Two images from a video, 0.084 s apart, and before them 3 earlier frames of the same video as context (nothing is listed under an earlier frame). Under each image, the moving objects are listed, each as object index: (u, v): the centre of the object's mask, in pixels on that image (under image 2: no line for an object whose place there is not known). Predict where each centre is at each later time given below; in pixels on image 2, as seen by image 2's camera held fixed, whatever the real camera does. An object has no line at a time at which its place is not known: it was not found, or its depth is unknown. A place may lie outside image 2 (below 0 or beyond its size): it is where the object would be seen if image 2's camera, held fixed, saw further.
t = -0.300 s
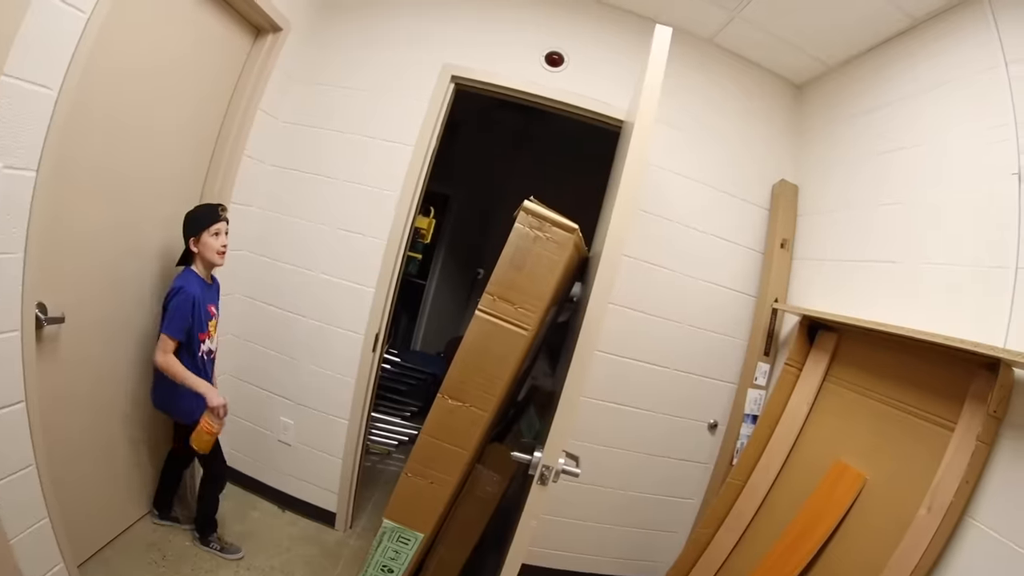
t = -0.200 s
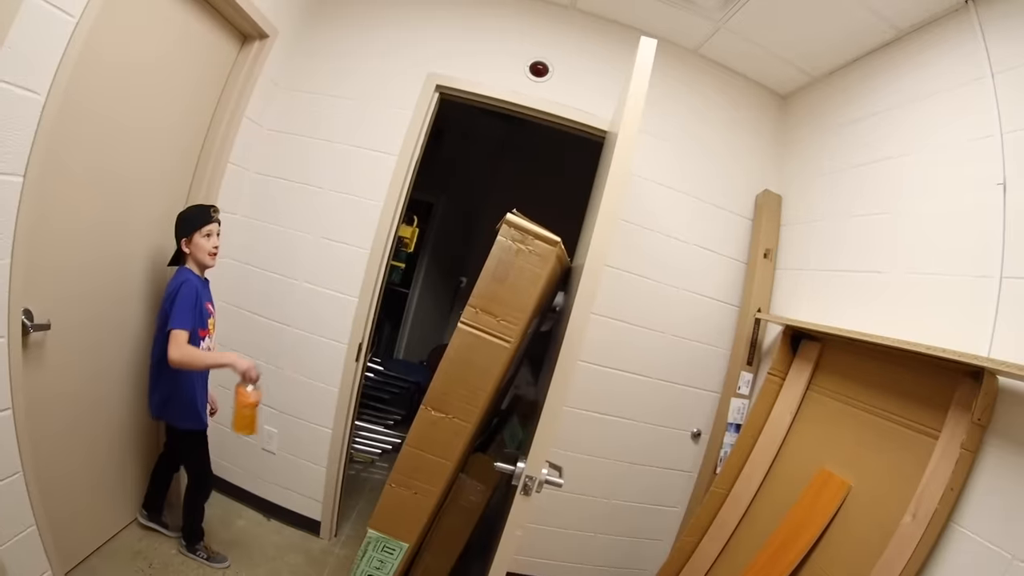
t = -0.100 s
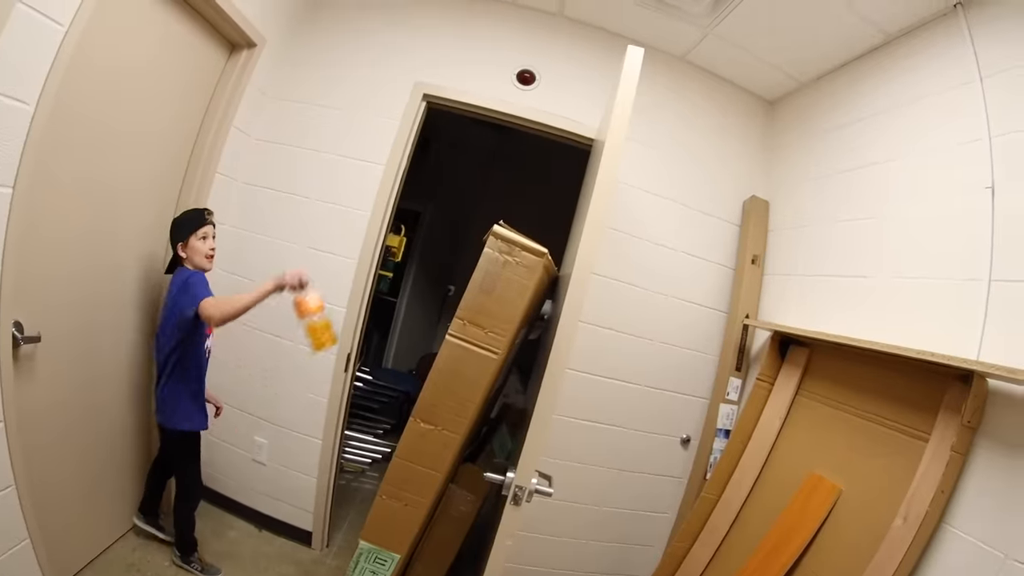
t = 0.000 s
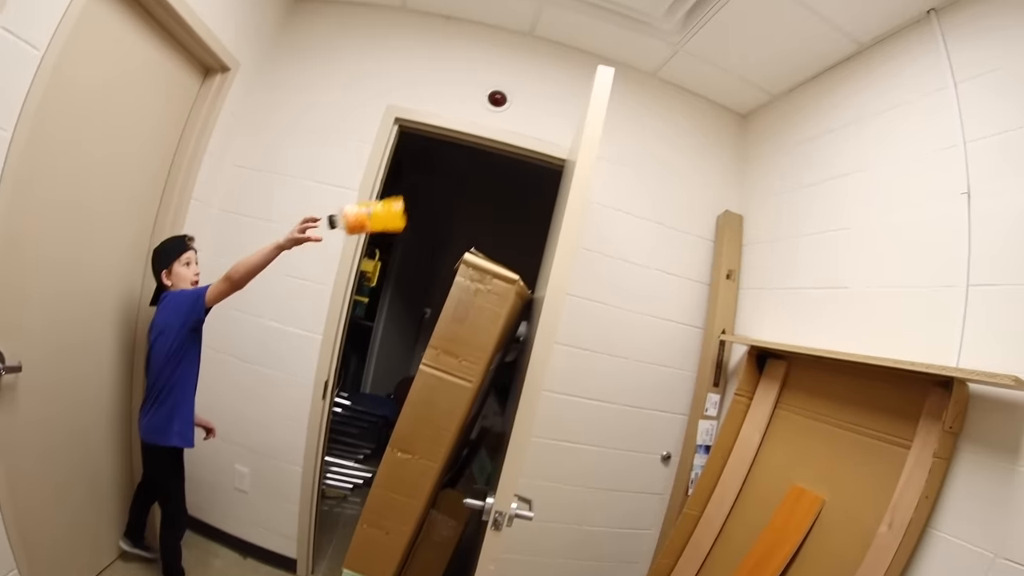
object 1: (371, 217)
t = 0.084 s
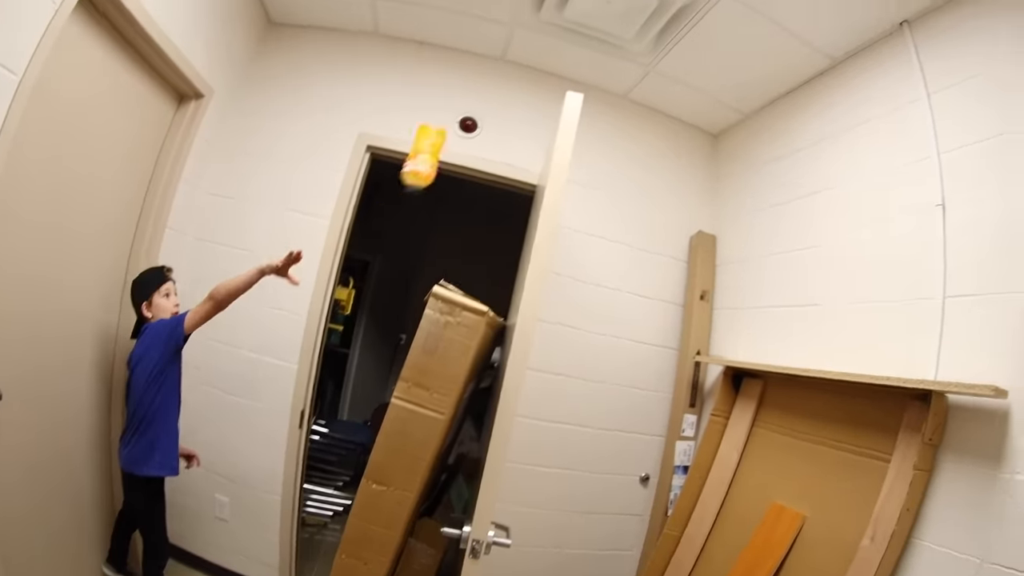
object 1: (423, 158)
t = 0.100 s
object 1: (439, 141)
